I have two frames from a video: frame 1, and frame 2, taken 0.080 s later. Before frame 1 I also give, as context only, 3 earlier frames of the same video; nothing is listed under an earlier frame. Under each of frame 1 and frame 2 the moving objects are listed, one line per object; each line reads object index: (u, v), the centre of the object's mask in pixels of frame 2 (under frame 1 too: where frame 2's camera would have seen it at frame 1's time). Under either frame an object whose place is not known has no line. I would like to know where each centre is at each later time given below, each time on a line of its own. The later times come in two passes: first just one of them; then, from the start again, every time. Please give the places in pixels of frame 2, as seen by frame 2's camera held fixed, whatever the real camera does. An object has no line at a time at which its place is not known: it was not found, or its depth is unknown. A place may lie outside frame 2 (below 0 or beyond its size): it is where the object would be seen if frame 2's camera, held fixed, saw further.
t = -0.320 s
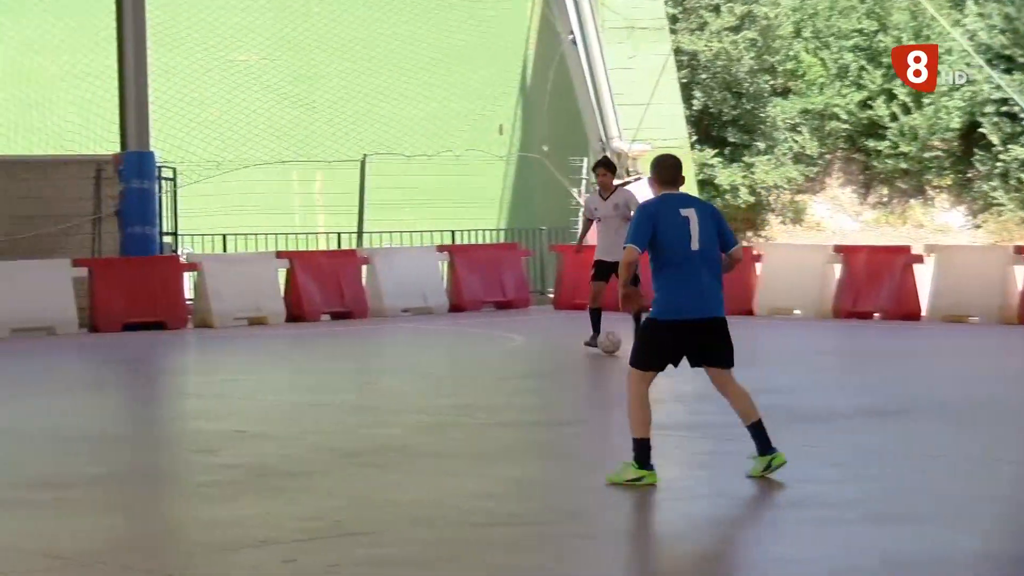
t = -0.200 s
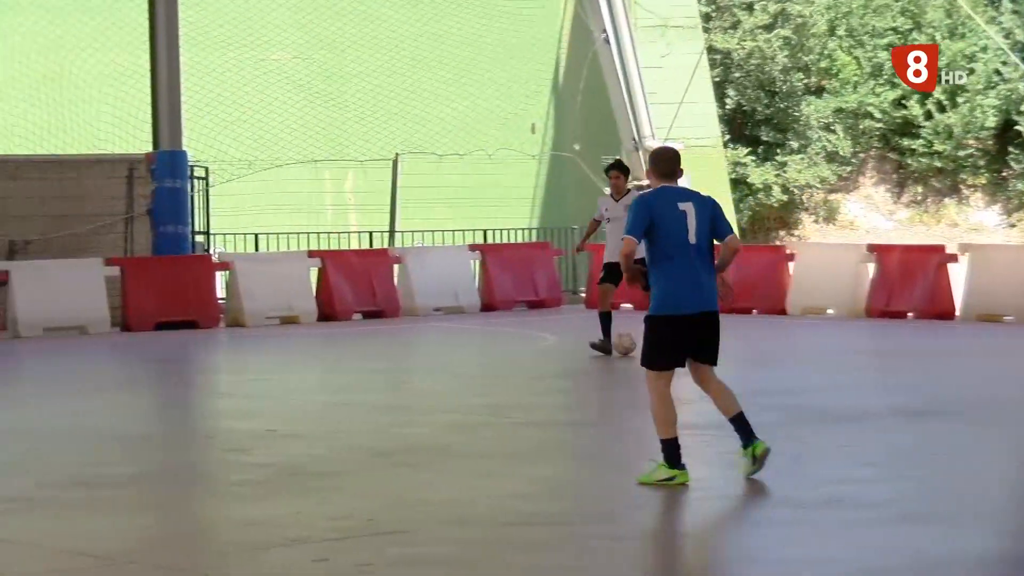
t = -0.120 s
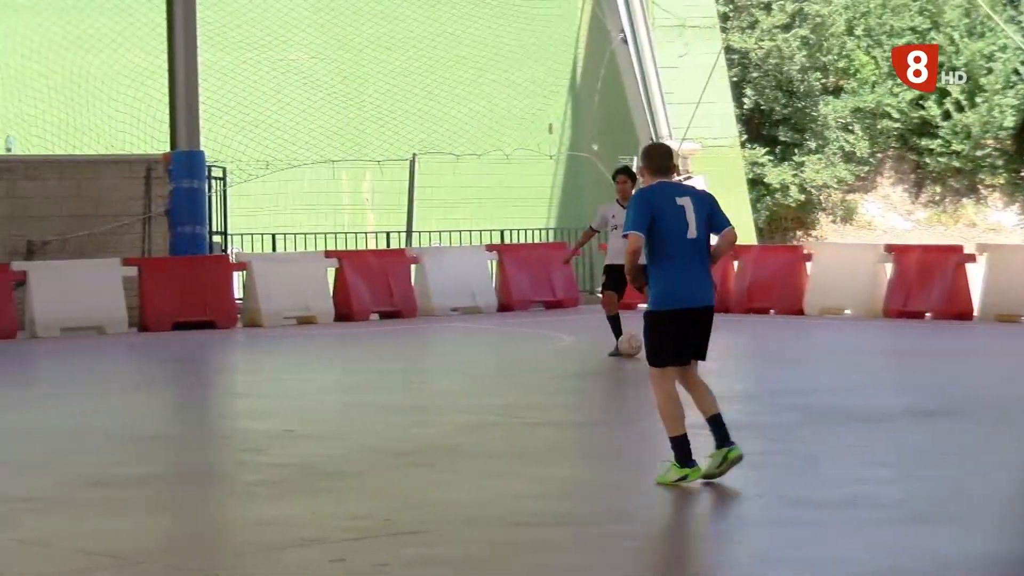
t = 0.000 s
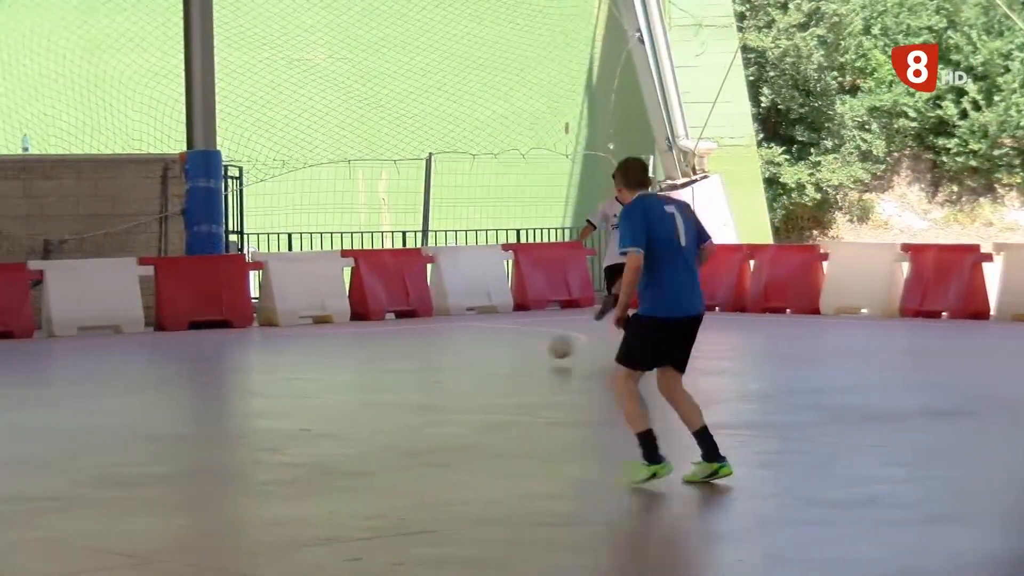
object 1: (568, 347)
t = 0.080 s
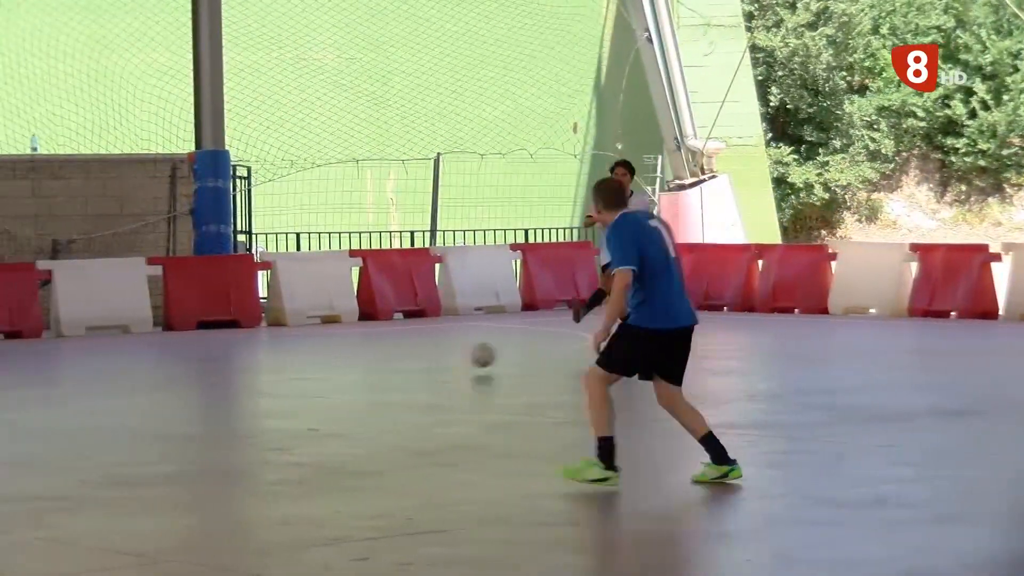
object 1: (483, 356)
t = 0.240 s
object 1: (300, 377)
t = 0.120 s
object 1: (438, 364)
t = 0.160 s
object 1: (392, 368)
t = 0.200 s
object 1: (347, 371)
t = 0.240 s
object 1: (300, 377)
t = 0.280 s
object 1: (254, 382)
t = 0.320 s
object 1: (203, 386)
